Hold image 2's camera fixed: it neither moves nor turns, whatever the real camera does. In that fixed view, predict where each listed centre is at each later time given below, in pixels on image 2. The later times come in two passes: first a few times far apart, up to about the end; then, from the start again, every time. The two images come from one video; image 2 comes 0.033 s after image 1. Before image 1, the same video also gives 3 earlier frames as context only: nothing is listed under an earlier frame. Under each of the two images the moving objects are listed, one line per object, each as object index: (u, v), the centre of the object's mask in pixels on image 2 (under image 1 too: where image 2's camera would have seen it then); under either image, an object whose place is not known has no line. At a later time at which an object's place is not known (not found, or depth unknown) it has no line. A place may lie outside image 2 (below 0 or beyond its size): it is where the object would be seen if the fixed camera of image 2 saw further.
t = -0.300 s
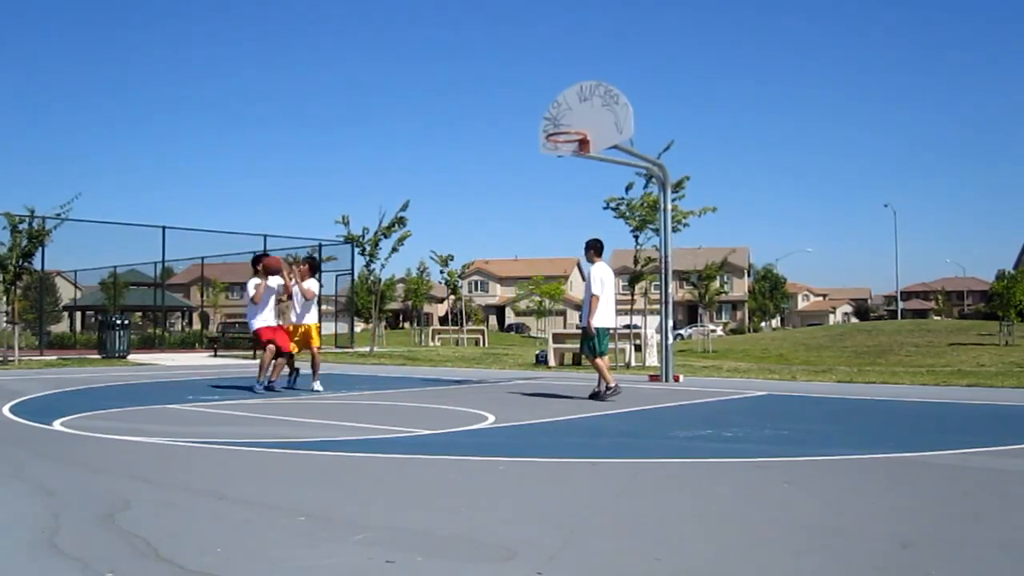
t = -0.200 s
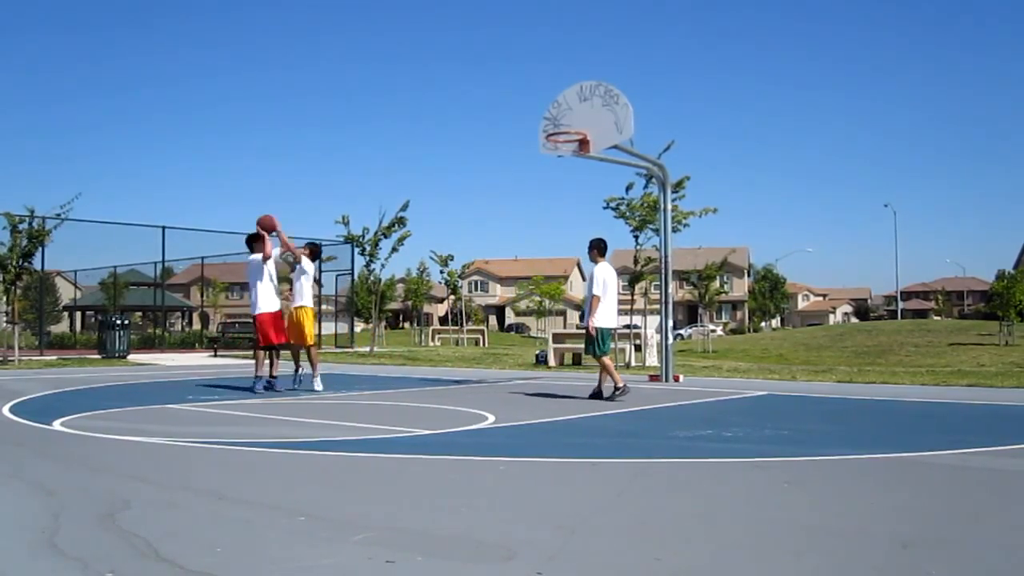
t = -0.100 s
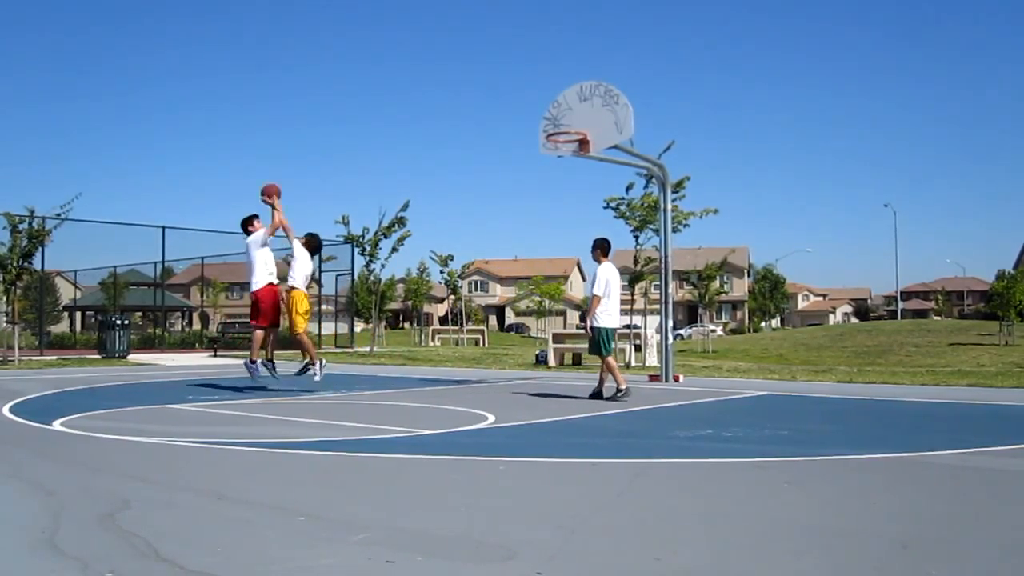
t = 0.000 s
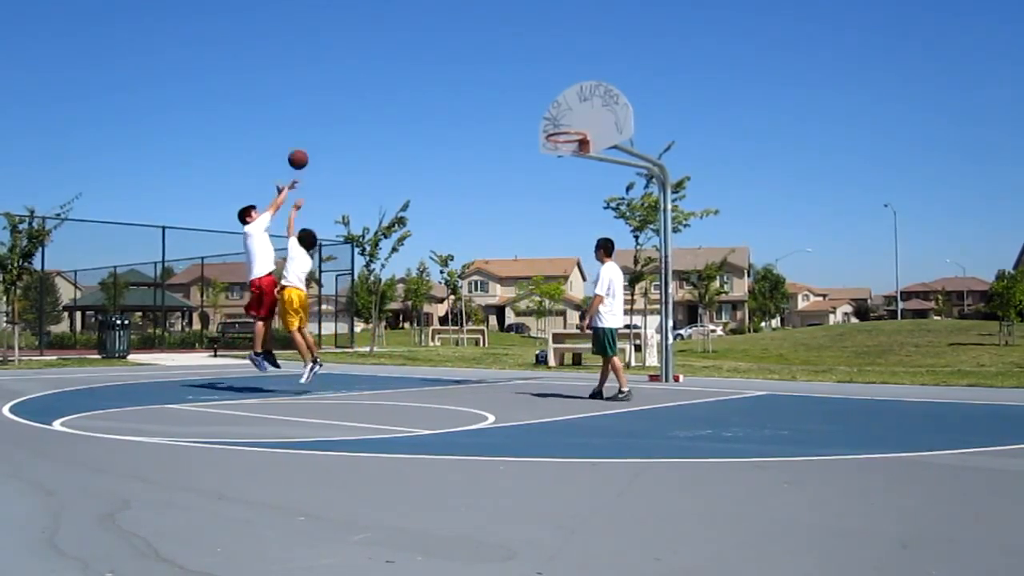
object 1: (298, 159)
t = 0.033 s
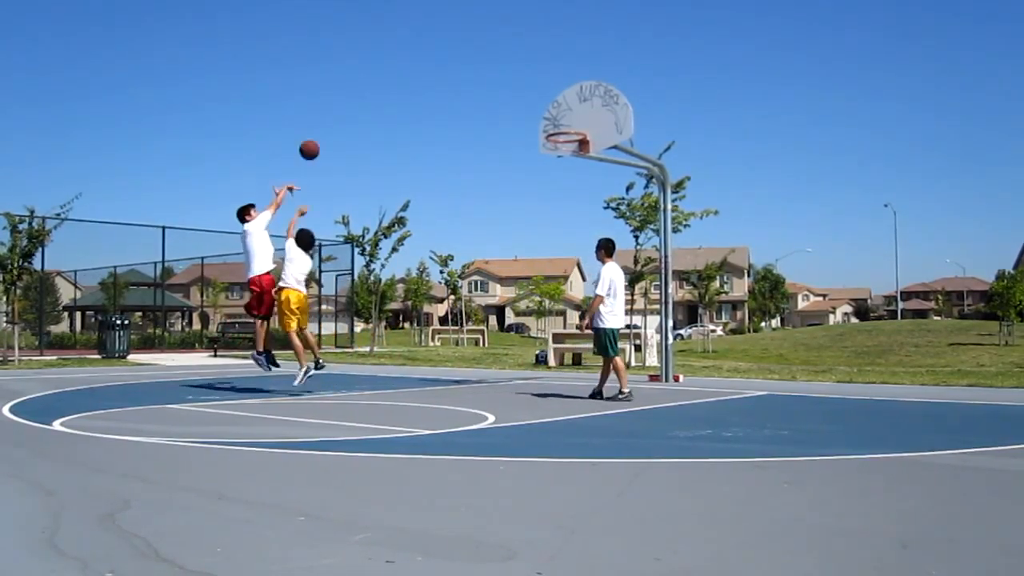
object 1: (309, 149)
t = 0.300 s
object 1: (398, 106)
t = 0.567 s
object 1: (485, 120)
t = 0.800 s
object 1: (561, 179)
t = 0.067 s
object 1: (321, 141)
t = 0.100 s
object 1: (332, 133)
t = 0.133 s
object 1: (343, 126)
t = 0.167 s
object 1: (354, 120)
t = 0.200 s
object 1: (365, 115)
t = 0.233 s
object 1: (376, 111)
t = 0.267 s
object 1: (387, 109)
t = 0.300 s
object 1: (398, 106)
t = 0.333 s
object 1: (410, 105)
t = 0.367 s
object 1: (420, 104)
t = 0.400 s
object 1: (431, 105)
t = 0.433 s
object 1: (442, 106)
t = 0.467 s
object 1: (453, 108)
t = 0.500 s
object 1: (464, 111)
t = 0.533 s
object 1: (475, 115)
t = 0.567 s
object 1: (485, 120)
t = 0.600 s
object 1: (496, 126)
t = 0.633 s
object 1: (507, 133)
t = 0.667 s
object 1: (518, 140)
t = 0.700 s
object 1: (529, 149)
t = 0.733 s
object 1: (540, 158)
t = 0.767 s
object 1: (551, 168)
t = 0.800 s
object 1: (561, 179)
